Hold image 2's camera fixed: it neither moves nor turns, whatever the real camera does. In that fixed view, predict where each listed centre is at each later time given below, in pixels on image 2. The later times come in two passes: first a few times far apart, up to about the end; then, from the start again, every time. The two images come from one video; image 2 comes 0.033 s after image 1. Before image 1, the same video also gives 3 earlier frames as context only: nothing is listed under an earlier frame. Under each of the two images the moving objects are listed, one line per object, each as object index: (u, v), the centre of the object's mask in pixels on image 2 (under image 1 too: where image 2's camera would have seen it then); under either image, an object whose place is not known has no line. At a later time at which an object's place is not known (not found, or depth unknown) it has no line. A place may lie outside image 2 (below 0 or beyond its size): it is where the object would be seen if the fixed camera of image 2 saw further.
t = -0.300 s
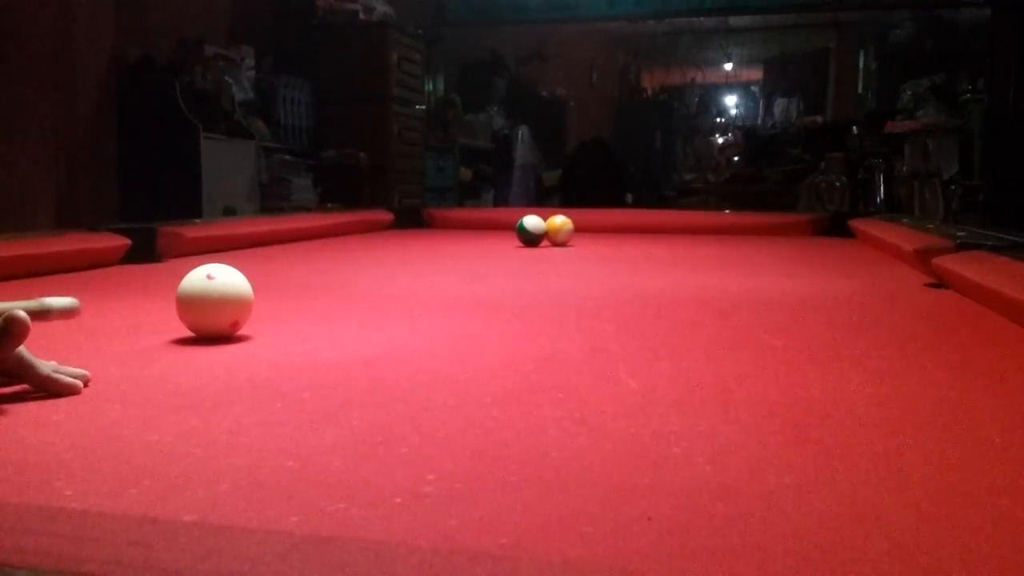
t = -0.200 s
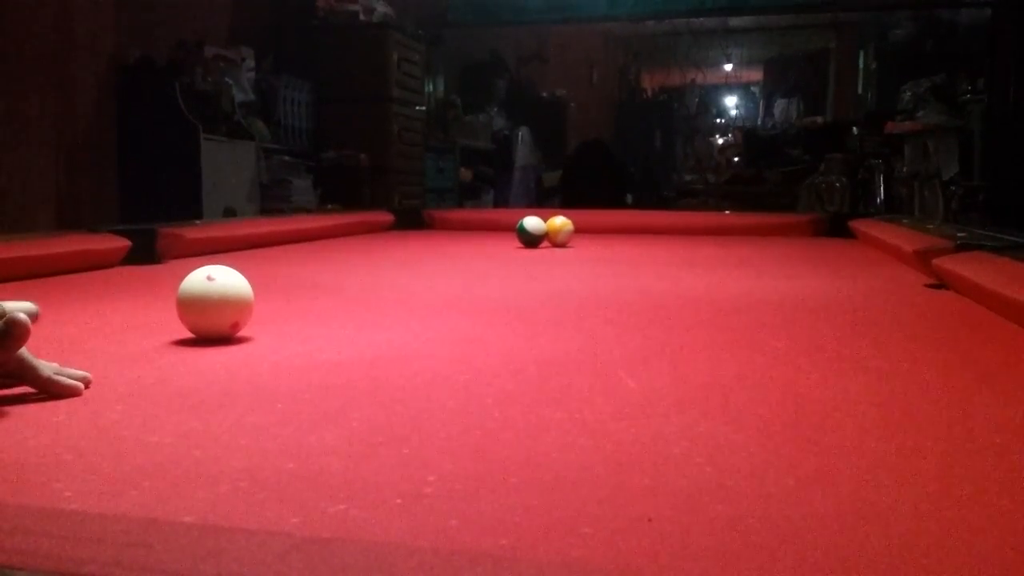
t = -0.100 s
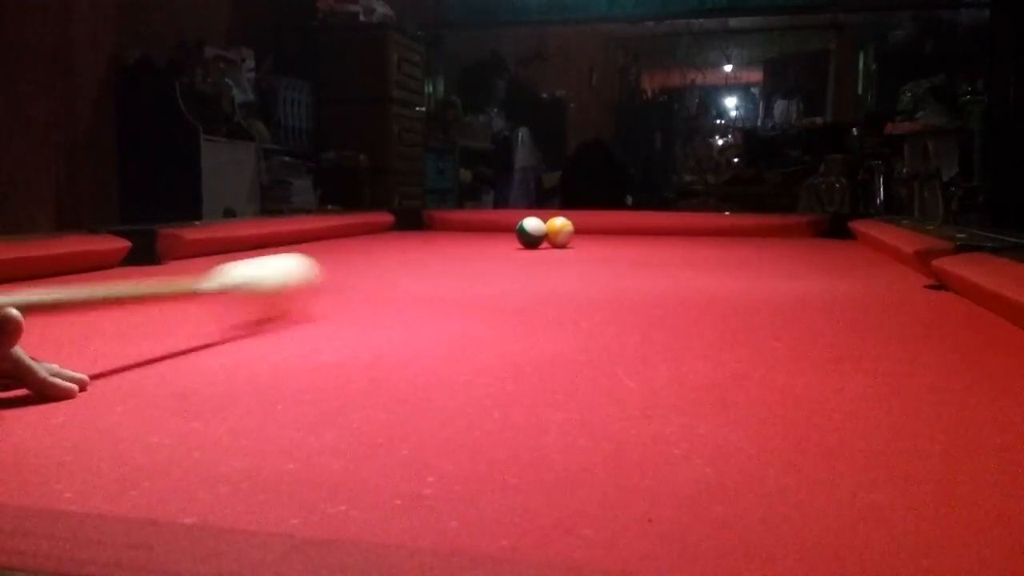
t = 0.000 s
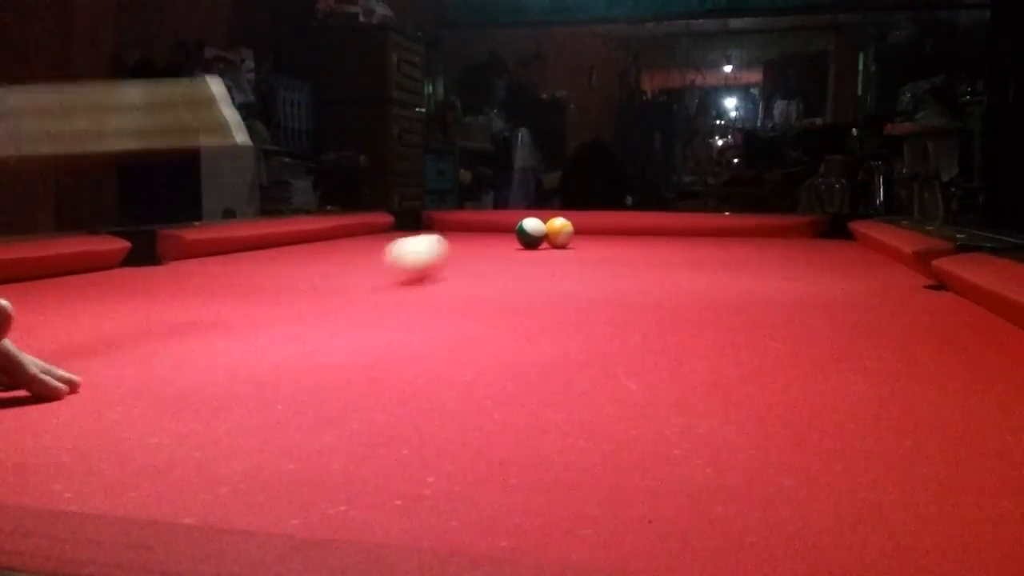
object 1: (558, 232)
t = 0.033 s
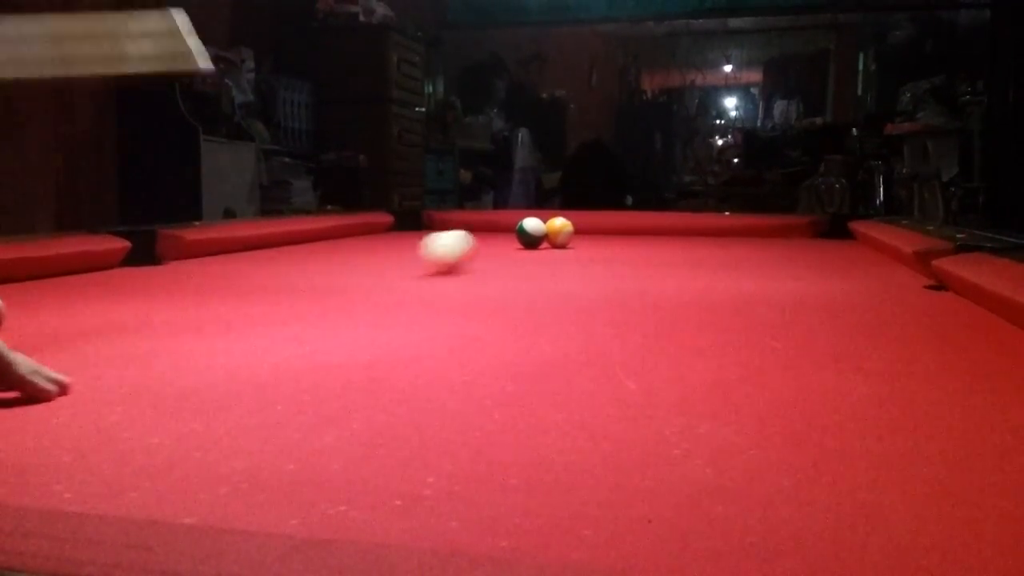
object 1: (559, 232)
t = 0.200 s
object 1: (584, 235)
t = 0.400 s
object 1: (691, 228)
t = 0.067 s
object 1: (560, 232)
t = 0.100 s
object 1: (559, 232)
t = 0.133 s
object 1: (558, 233)
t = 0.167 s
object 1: (562, 233)
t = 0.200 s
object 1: (584, 235)
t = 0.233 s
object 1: (606, 230)
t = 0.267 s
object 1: (625, 230)
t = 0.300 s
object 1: (642, 229)
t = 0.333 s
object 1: (658, 229)
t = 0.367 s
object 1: (675, 229)
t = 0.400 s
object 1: (691, 228)
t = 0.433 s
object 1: (704, 229)
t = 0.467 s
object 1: (719, 227)
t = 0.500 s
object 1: (733, 227)
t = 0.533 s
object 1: (748, 226)
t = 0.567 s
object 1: (763, 228)
